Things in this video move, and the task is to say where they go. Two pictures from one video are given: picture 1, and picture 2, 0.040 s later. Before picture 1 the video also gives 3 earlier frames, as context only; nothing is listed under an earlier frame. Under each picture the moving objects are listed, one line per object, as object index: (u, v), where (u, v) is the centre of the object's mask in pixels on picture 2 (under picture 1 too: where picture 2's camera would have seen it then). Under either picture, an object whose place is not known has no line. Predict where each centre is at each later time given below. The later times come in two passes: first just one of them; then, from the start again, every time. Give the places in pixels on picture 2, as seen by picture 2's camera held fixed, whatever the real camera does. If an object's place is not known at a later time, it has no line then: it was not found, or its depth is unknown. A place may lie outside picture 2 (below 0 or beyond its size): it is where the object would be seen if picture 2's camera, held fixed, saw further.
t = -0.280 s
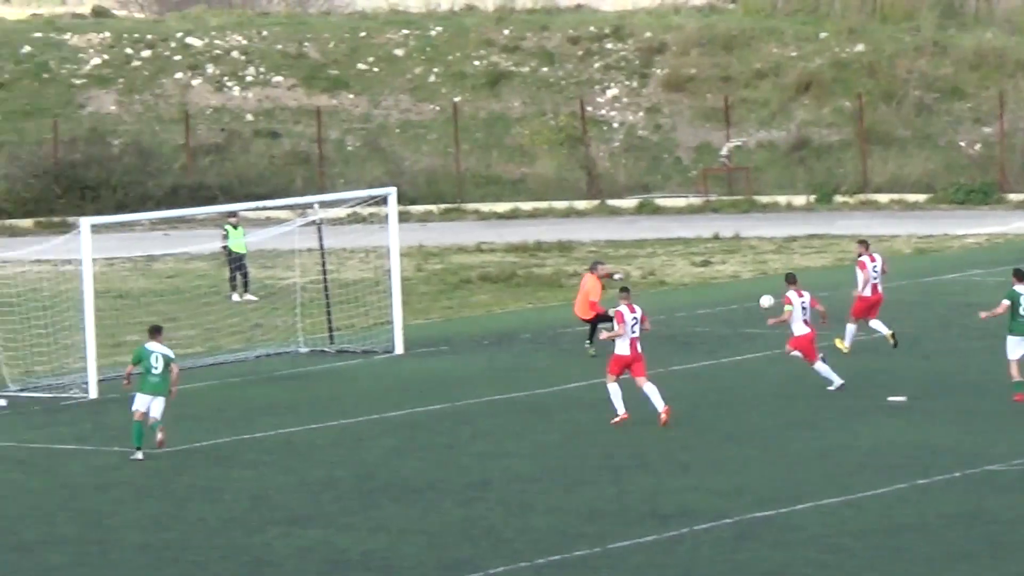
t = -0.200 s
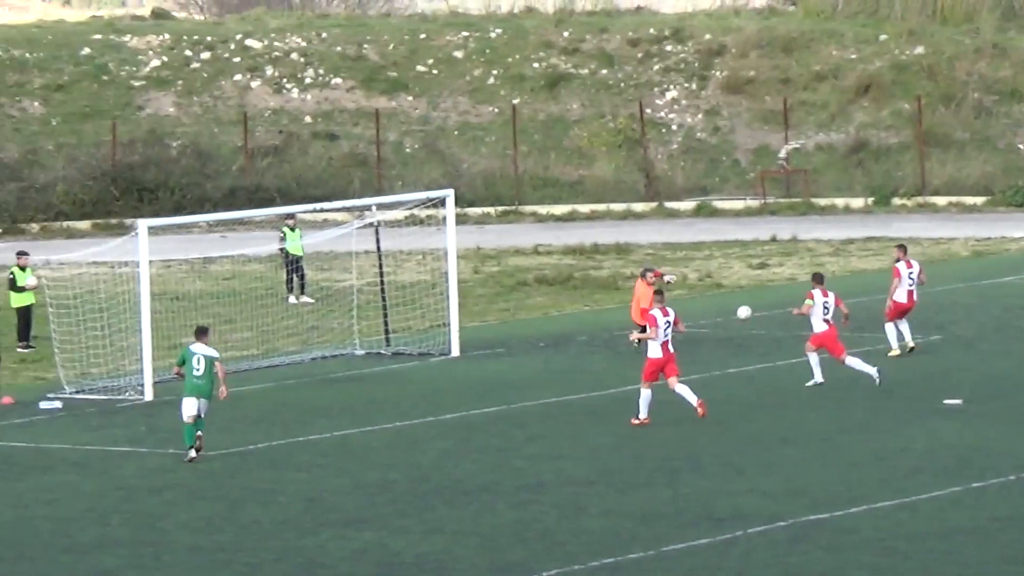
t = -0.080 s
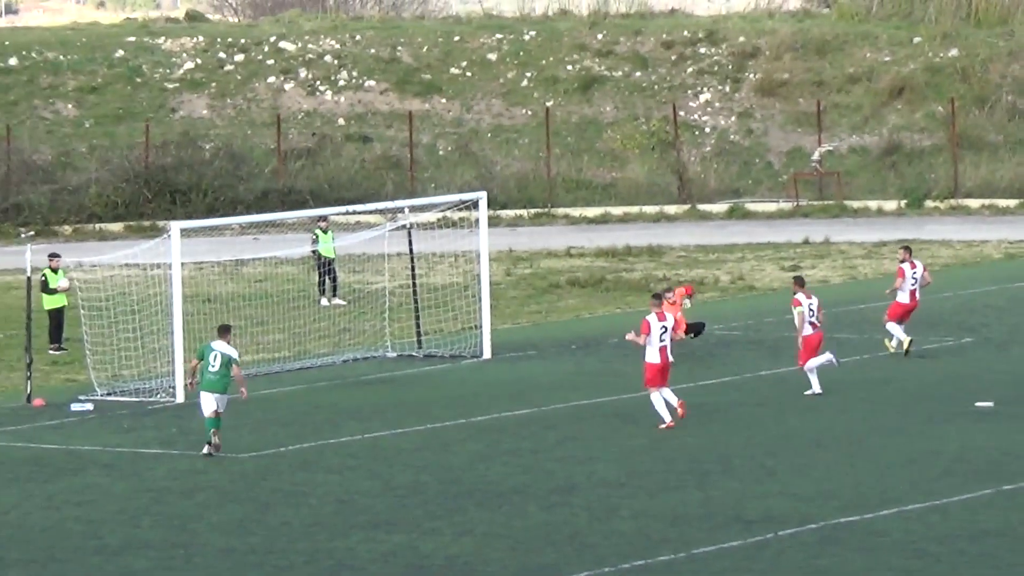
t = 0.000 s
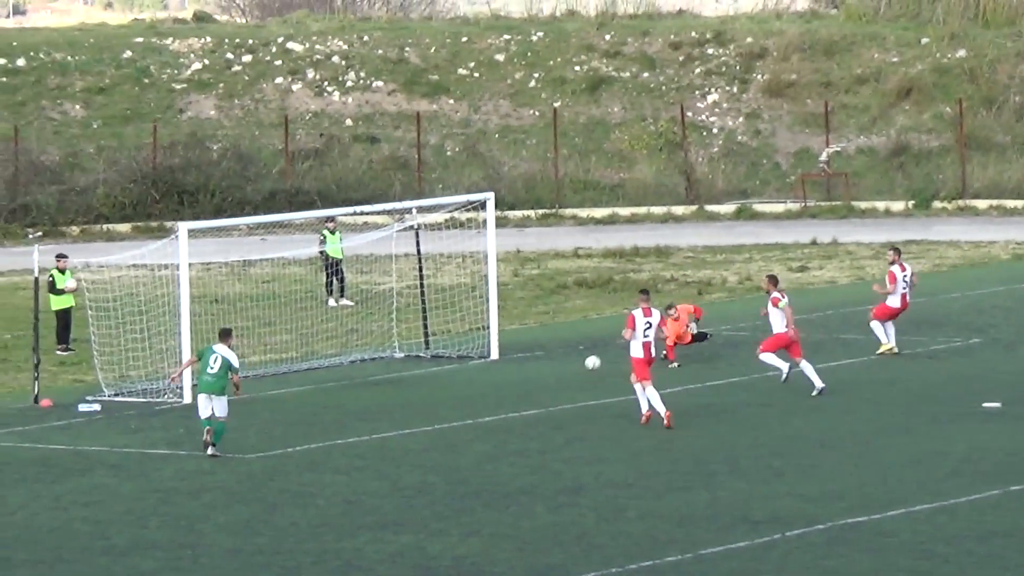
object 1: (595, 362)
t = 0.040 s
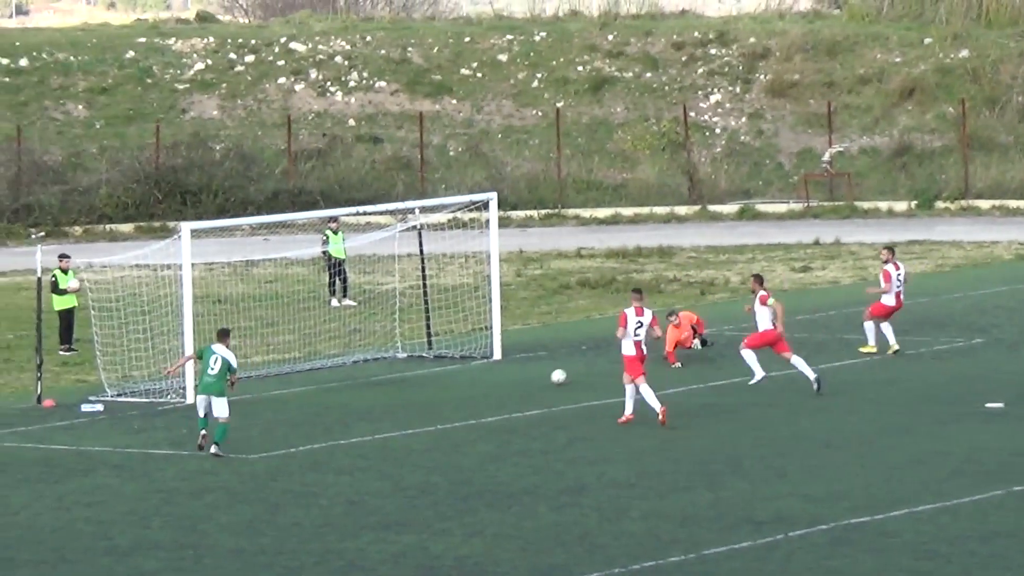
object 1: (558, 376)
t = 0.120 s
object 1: (498, 366)
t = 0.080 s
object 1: (527, 373)
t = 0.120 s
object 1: (498, 366)
